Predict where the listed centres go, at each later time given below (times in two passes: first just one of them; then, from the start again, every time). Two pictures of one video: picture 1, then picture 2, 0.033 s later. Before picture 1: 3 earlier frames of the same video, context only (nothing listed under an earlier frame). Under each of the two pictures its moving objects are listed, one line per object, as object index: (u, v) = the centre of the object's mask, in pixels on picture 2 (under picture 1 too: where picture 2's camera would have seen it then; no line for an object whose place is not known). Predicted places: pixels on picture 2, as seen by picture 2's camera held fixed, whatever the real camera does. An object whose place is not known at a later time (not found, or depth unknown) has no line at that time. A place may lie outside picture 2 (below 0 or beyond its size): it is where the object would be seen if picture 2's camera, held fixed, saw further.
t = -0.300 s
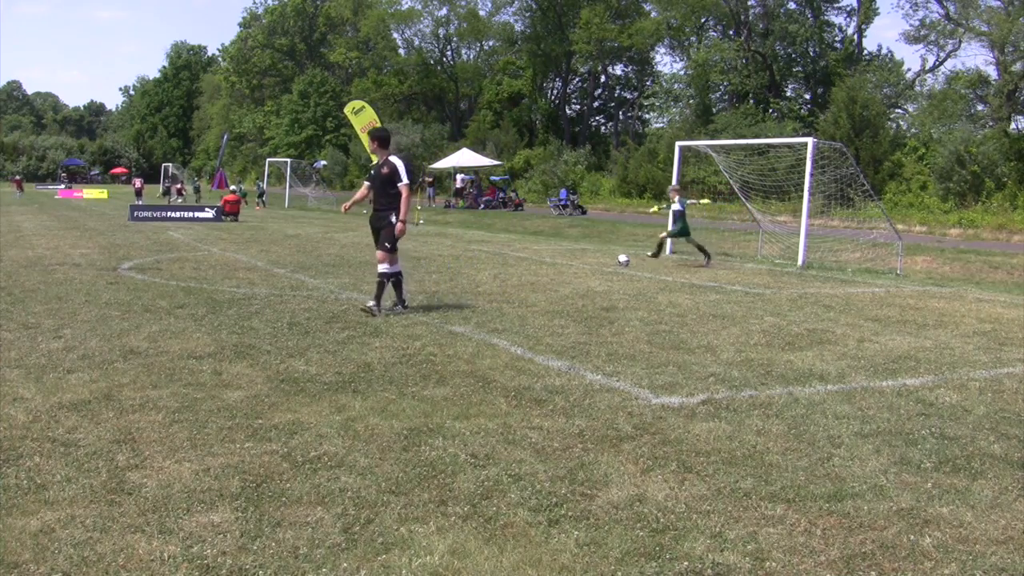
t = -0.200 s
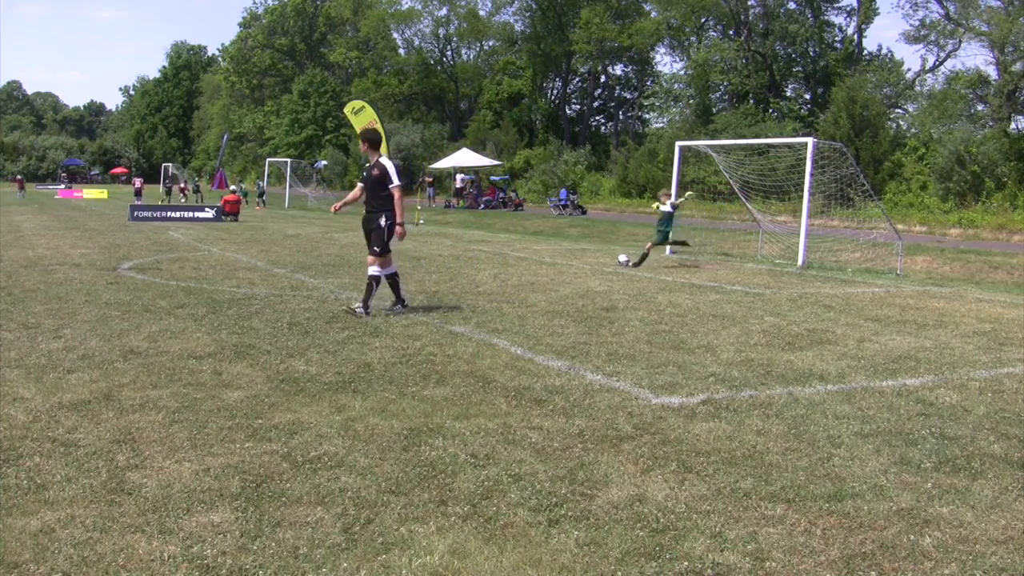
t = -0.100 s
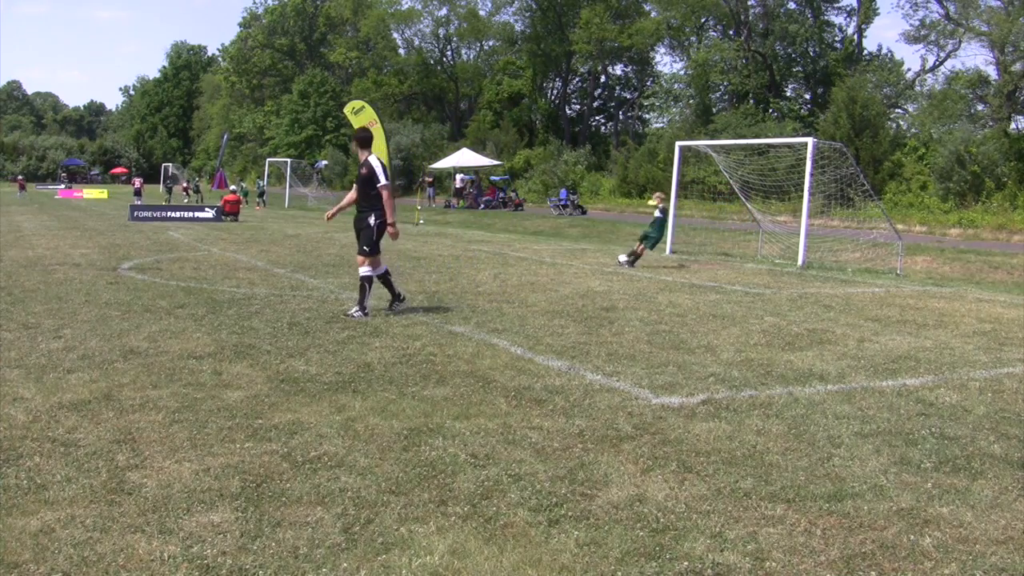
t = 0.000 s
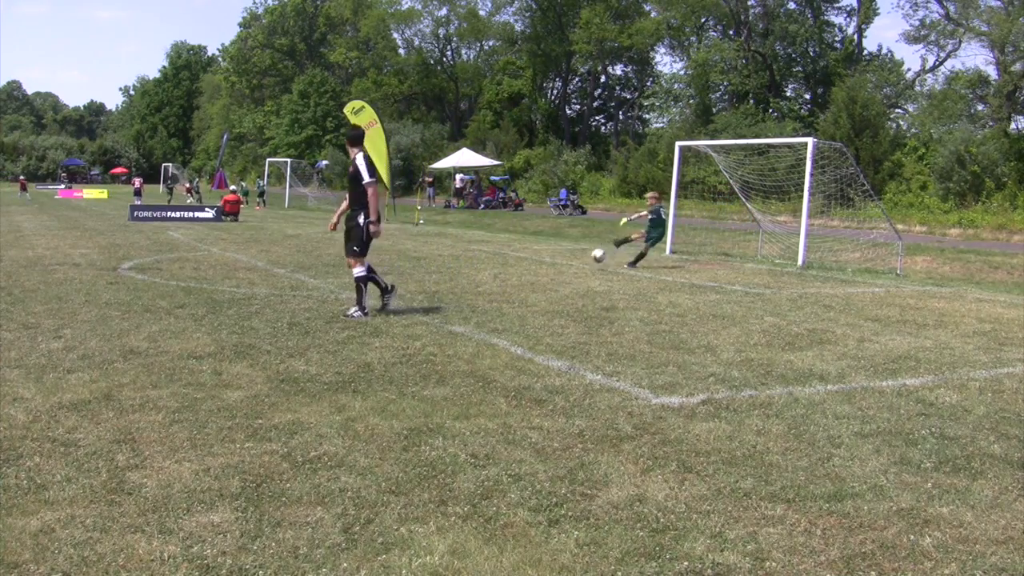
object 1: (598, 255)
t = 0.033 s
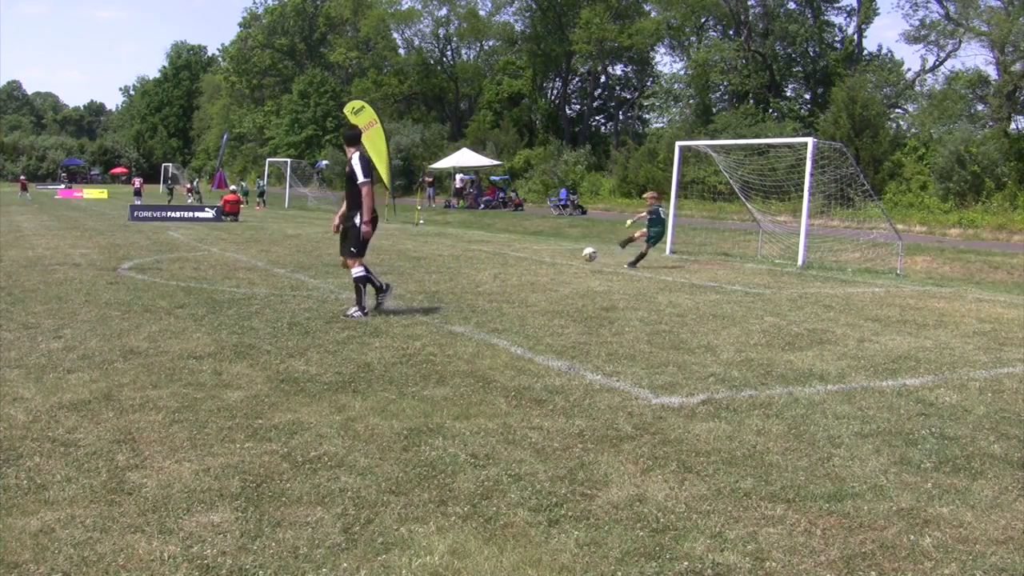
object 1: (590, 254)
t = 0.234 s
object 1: (532, 270)
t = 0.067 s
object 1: (581, 254)
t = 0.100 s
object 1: (571, 256)
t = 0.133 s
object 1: (562, 257)
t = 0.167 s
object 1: (552, 260)
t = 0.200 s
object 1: (542, 264)
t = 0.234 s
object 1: (532, 270)
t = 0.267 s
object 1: (520, 277)
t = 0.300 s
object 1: (510, 280)
